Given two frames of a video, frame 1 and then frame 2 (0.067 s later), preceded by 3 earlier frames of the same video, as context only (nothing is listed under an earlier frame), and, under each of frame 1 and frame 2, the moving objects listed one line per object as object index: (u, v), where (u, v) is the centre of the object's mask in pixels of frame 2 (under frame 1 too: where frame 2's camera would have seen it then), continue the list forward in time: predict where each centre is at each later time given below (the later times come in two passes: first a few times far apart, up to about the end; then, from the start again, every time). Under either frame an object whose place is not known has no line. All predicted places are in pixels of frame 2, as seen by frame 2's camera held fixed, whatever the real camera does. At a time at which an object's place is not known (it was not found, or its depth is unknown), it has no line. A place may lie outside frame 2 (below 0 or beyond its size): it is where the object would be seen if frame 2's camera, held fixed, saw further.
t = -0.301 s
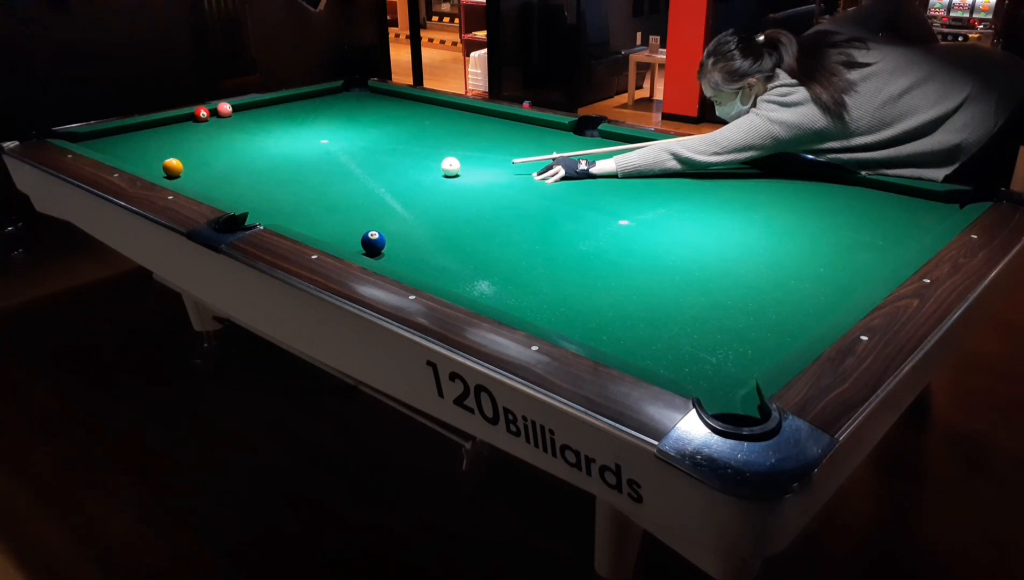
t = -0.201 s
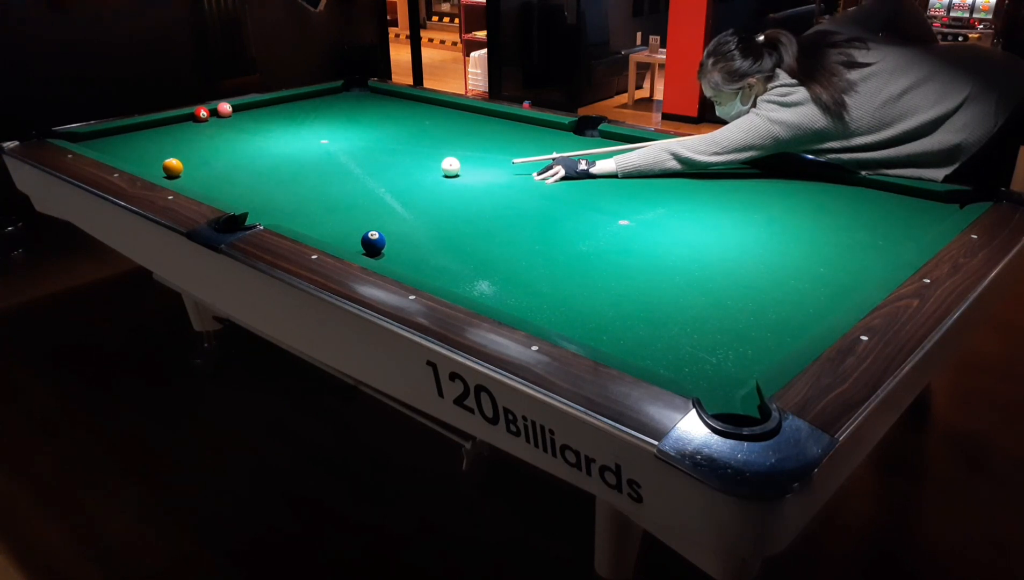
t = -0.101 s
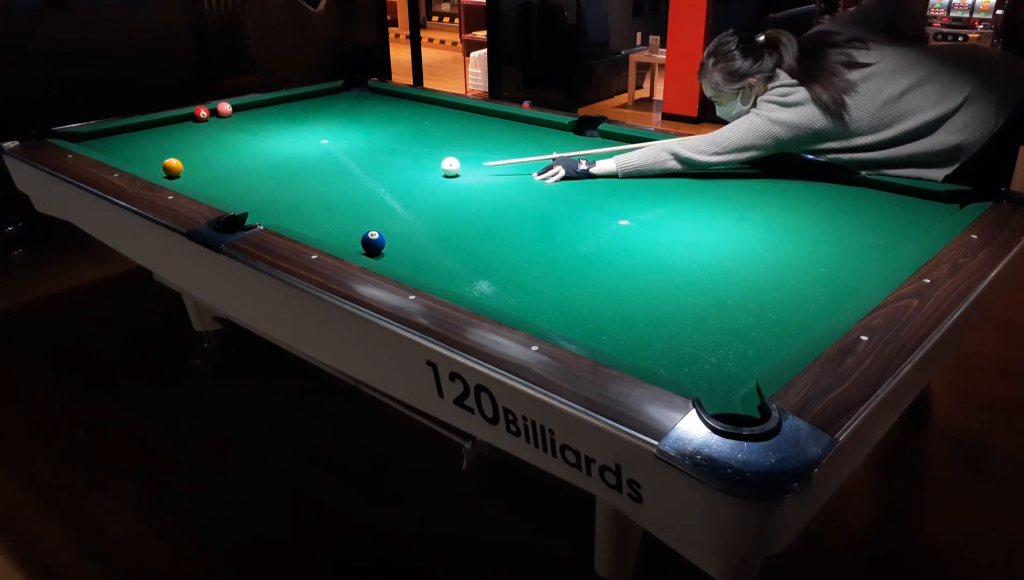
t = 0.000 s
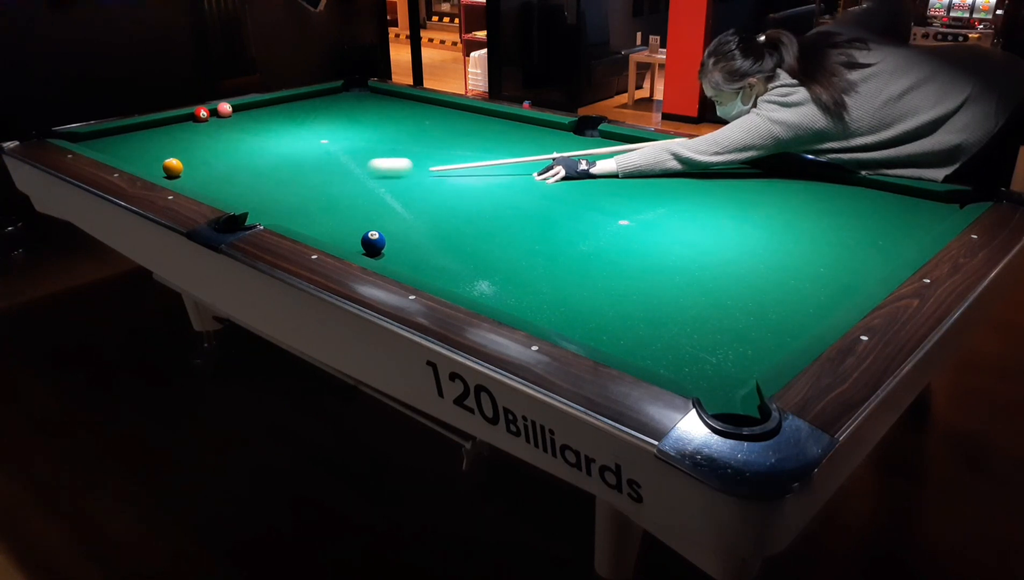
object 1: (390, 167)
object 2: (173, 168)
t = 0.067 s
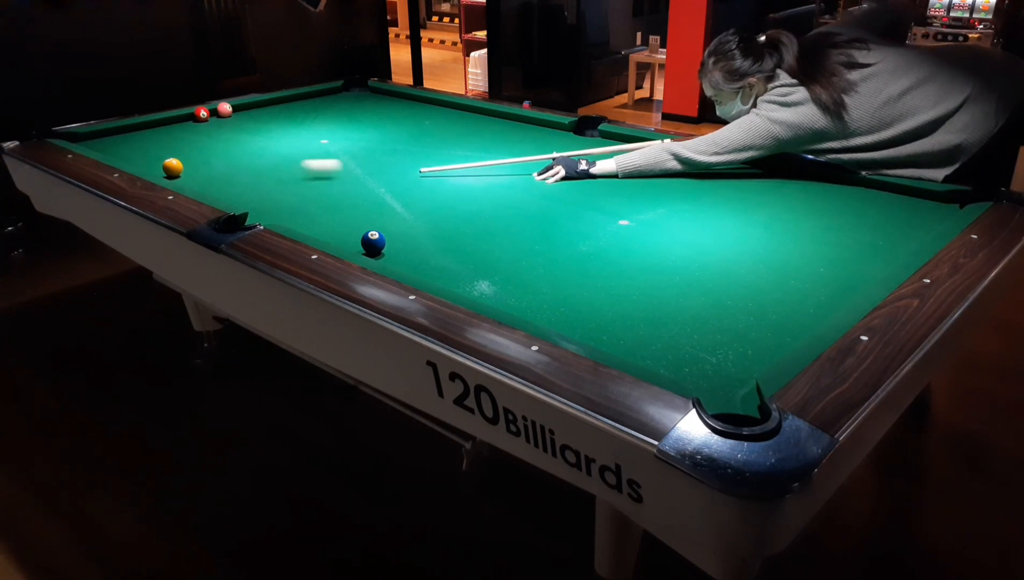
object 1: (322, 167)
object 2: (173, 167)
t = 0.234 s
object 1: (171, 172)
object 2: (163, 161)
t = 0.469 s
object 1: (232, 161)
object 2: (101, 146)
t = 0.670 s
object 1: (283, 151)
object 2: (60, 136)
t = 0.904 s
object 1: (337, 140)
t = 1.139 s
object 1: (384, 131)
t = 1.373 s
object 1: (426, 123)
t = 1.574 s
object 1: (460, 116)
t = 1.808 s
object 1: (478, 113)
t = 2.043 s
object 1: (462, 117)
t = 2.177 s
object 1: (453, 120)
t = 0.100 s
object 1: (288, 167)
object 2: (173, 168)
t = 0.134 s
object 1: (255, 168)
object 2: (173, 168)
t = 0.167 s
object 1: (223, 169)
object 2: (173, 168)
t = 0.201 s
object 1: (195, 170)
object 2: (173, 168)
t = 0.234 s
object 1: (171, 172)
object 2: (163, 161)
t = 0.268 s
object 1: (170, 172)
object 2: (154, 161)
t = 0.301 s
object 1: (181, 172)
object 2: (144, 158)
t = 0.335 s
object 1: (193, 168)
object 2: (134, 155)
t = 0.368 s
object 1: (204, 166)
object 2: (125, 153)
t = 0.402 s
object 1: (214, 165)
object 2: (117, 150)
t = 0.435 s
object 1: (223, 163)
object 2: (109, 148)
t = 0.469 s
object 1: (232, 161)
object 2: (101, 146)
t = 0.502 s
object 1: (241, 159)
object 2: (94, 144)
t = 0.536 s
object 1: (250, 158)
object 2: (87, 141)
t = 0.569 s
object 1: (259, 156)
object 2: (81, 139)
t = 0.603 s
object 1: (267, 154)
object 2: (74, 137)
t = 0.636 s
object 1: (275, 152)
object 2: (68, 135)
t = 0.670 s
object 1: (283, 151)
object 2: (60, 136)
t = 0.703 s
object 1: (291, 149)
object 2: (53, 138)
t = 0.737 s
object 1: (299, 148)
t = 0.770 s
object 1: (307, 146)
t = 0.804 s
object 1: (315, 145)
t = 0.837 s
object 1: (322, 143)
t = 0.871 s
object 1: (329, 142)
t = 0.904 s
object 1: (337, 140)
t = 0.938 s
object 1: (343, 139)
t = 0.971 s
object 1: (350, 138)
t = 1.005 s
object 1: (357, 136)
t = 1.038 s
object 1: (364, 135)
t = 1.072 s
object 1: (371, 134)
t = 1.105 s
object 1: (378, 132)
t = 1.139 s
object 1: (384, 131)
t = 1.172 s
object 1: (390, 130)
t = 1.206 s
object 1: (397, 129)
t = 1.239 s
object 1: (403, 128)
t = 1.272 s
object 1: (409, 126)
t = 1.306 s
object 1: (415, 125)
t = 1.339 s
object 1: (420, 124)
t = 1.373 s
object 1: (426, 123)
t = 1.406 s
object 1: (432, 122)
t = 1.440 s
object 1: (438, 120)
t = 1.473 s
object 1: (443, 119)
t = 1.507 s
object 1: (449, 118)
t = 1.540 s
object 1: (454, 117)
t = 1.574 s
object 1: (460, 116)
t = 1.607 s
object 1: (465, 115)
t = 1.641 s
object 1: (470, 114)
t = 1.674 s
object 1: (475, 113)
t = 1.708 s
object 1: (480, 112)
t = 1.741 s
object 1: (483, 112)
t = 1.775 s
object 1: (480, 112)
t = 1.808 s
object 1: (478, 113)
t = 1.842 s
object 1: (475, 114)
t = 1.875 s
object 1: (473, 114)
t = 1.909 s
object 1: (471, 115)
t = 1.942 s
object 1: (469, 116)
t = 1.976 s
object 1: (466, 116)
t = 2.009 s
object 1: (464, 117)
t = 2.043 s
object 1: (462, 117)
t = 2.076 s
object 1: (460, 118)
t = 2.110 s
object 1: (458, 119)
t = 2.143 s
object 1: (455, 119)
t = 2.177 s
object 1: (453, 120)
